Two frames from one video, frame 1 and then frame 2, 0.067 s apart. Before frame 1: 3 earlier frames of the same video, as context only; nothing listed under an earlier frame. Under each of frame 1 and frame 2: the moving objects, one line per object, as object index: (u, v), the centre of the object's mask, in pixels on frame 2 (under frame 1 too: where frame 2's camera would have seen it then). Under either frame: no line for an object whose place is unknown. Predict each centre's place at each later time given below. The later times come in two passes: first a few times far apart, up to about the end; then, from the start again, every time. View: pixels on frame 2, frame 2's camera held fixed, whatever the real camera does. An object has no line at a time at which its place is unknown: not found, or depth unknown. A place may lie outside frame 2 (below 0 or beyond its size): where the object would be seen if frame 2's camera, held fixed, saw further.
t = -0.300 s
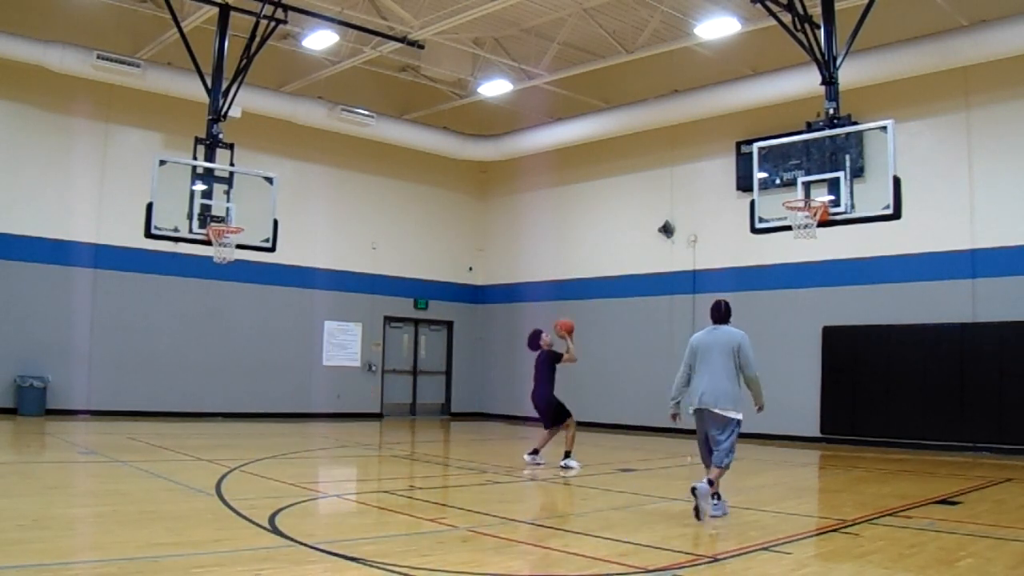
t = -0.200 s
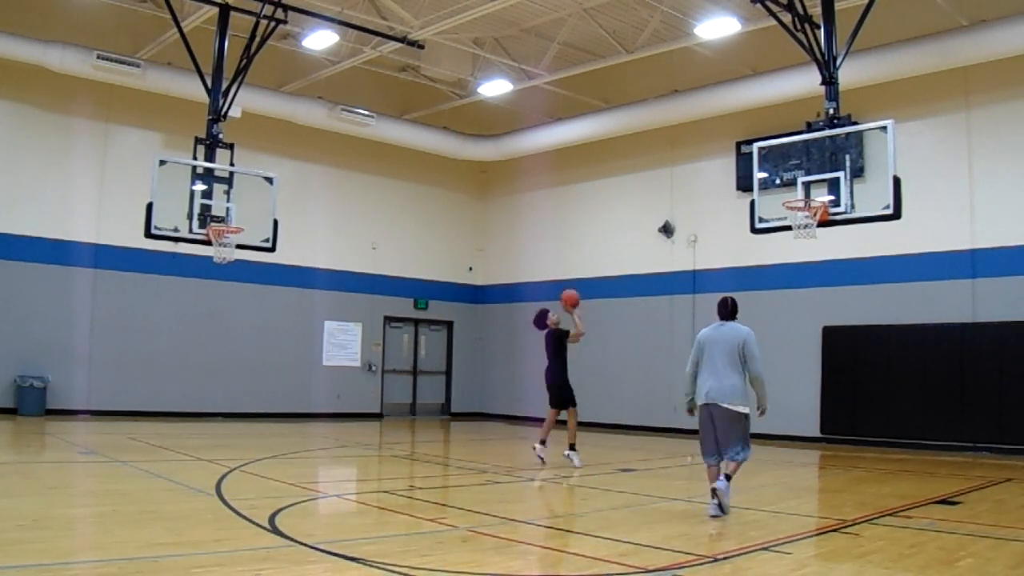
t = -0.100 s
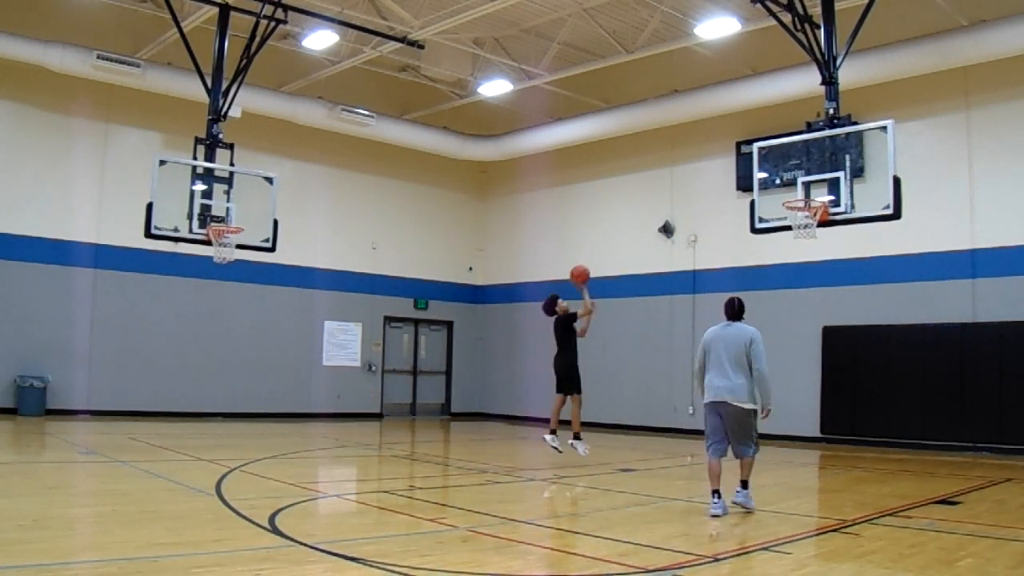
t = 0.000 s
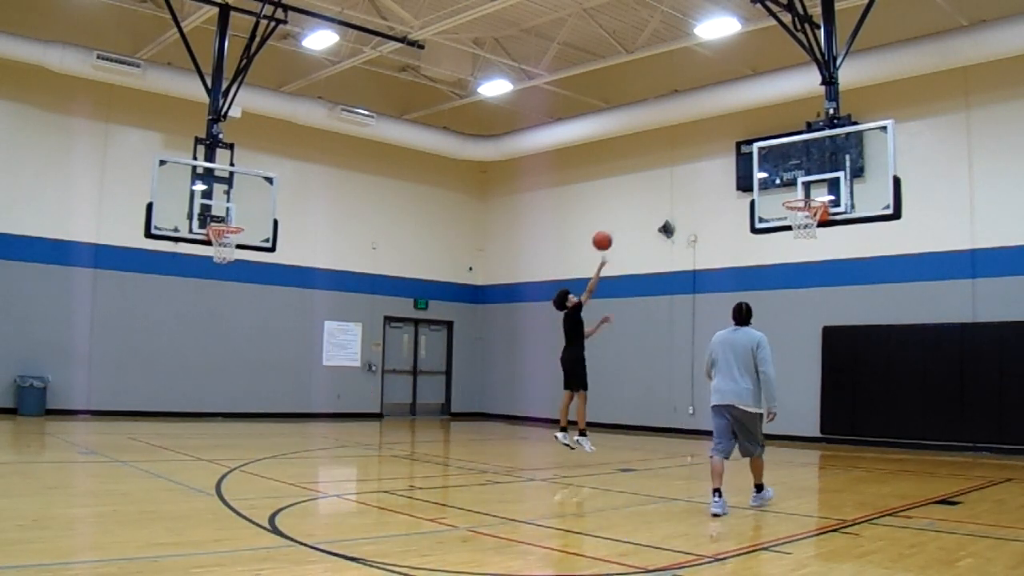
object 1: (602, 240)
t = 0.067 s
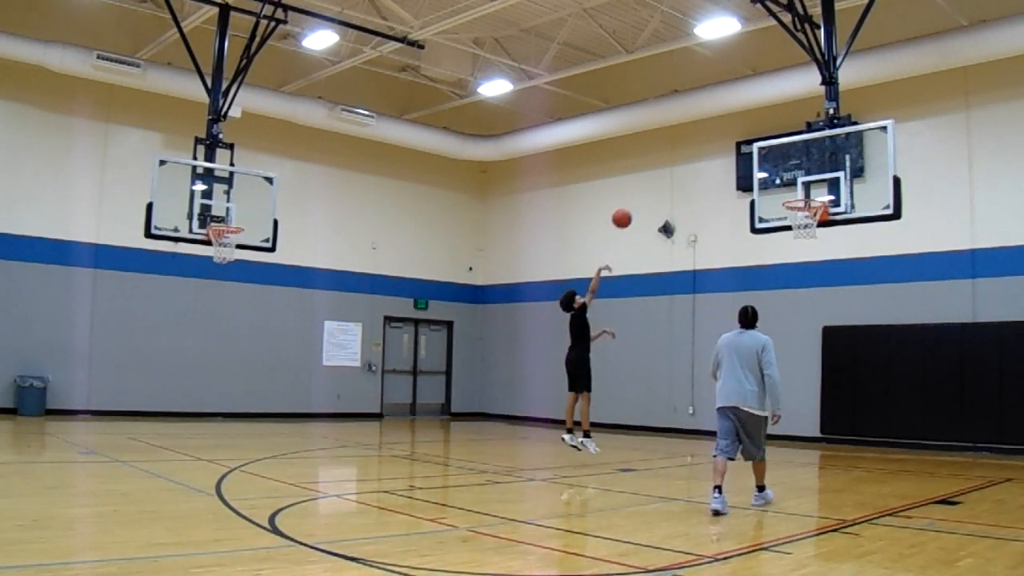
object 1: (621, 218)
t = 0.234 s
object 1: (670, 178)
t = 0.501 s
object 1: (745, 162)
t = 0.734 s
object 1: (788, 186)
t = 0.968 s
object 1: (796, 177)
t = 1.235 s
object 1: (806, 200)
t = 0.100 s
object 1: (631, 208)
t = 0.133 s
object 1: (641, 200)
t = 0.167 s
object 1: (650, 192)
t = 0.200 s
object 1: (660, 185)
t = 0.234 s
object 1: (670, 178)
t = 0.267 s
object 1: (679, 173)
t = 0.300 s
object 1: (689, 169)
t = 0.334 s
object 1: (698, 166)
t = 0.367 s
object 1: (708, 163)
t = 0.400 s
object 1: (717, 161)
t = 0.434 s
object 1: (727, 160)
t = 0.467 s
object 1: (736, 160)
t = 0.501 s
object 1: (745, 162)
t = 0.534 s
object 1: (754, 164)
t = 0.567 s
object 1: (765, 166)
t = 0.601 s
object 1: (774, 169)
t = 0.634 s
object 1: (784, 175)
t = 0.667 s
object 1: (785, 178)
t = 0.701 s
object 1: (786, 181)
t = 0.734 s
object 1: (788, 186)
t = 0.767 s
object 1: (789, 191)
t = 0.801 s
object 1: (790, 193)
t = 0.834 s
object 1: (791, 189)
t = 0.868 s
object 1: (792, 185)
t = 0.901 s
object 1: (794, 181)
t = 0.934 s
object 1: (794, 178)
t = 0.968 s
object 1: (796, 177)
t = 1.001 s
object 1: (797, 176)
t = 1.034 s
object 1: (798, 177)
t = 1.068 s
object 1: (799, 178)
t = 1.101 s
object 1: (800, 180)
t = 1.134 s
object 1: (801, 183)
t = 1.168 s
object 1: (803, 188)
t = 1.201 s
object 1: (805, 194)
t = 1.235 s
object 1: (806, 200)
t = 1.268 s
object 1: (807, 208)
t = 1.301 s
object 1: (810, 217)
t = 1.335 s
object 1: (810, 227)
